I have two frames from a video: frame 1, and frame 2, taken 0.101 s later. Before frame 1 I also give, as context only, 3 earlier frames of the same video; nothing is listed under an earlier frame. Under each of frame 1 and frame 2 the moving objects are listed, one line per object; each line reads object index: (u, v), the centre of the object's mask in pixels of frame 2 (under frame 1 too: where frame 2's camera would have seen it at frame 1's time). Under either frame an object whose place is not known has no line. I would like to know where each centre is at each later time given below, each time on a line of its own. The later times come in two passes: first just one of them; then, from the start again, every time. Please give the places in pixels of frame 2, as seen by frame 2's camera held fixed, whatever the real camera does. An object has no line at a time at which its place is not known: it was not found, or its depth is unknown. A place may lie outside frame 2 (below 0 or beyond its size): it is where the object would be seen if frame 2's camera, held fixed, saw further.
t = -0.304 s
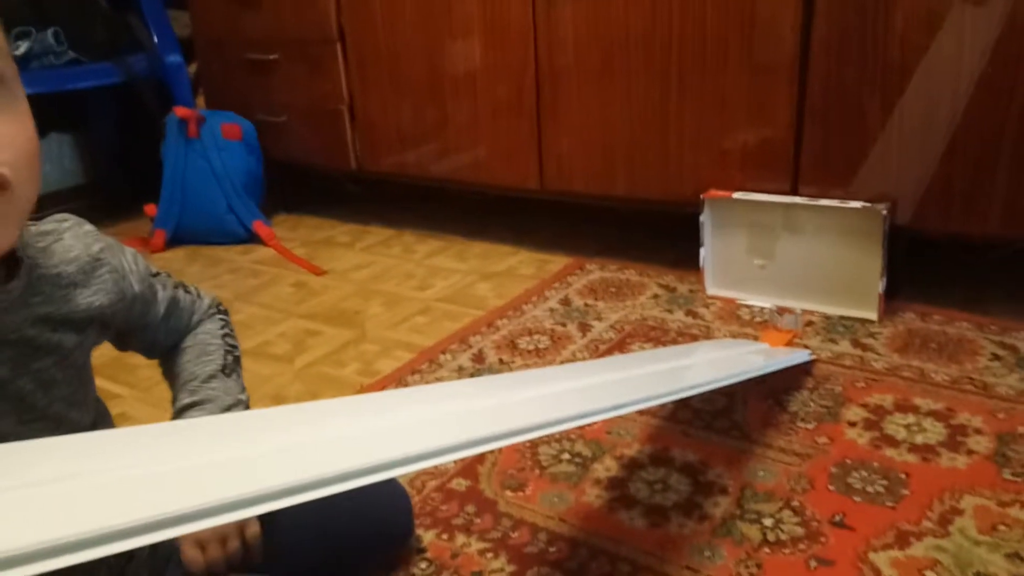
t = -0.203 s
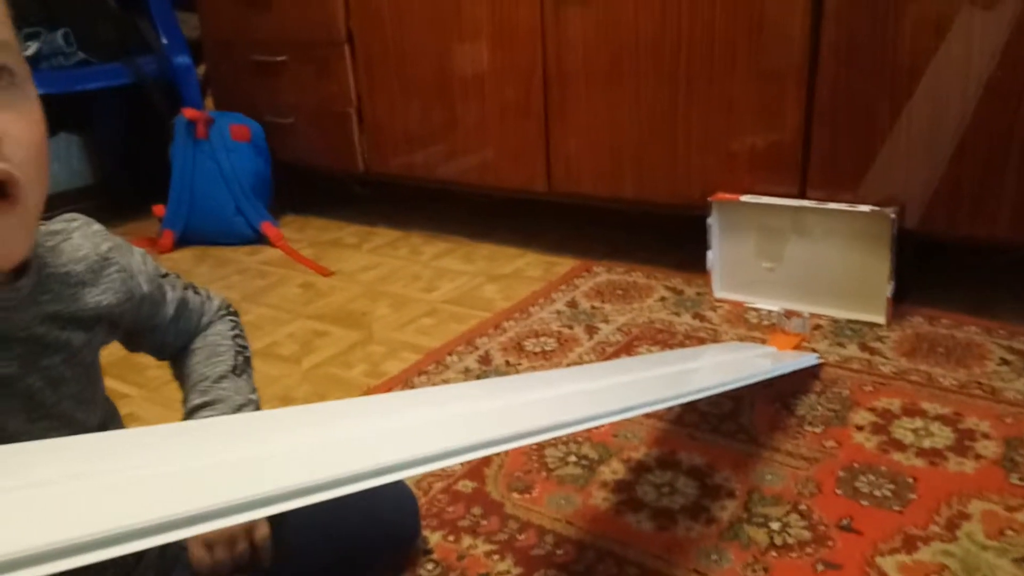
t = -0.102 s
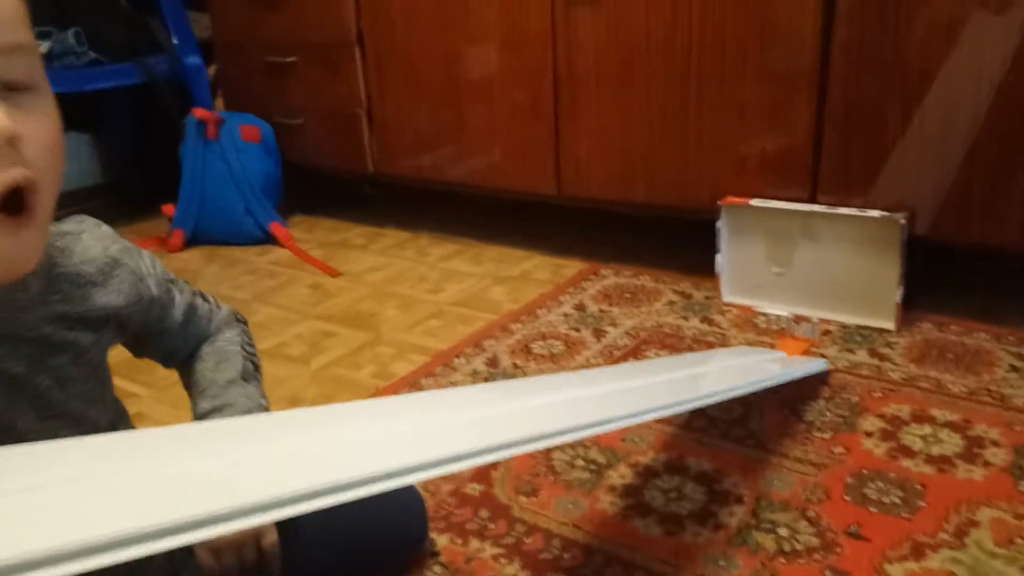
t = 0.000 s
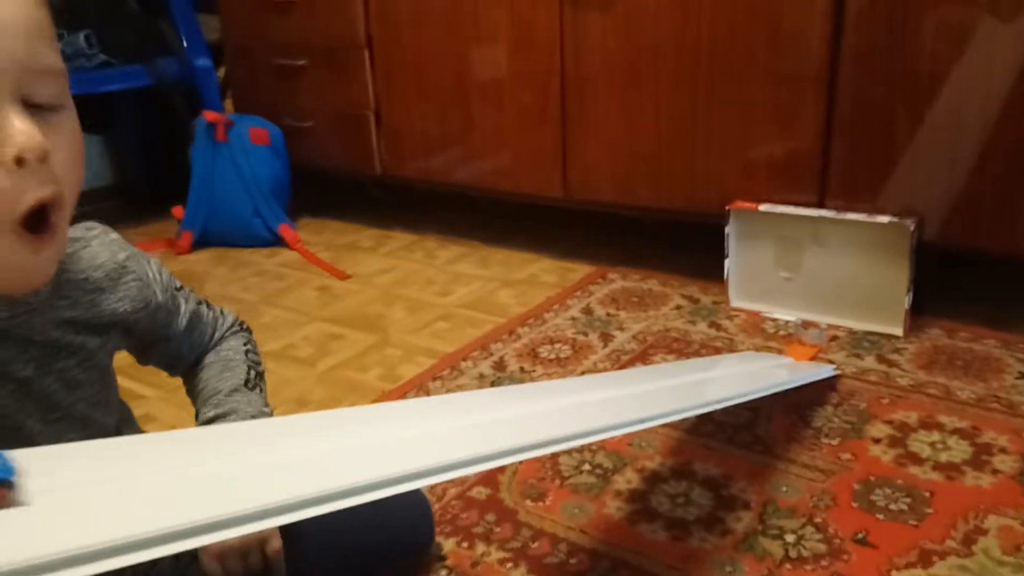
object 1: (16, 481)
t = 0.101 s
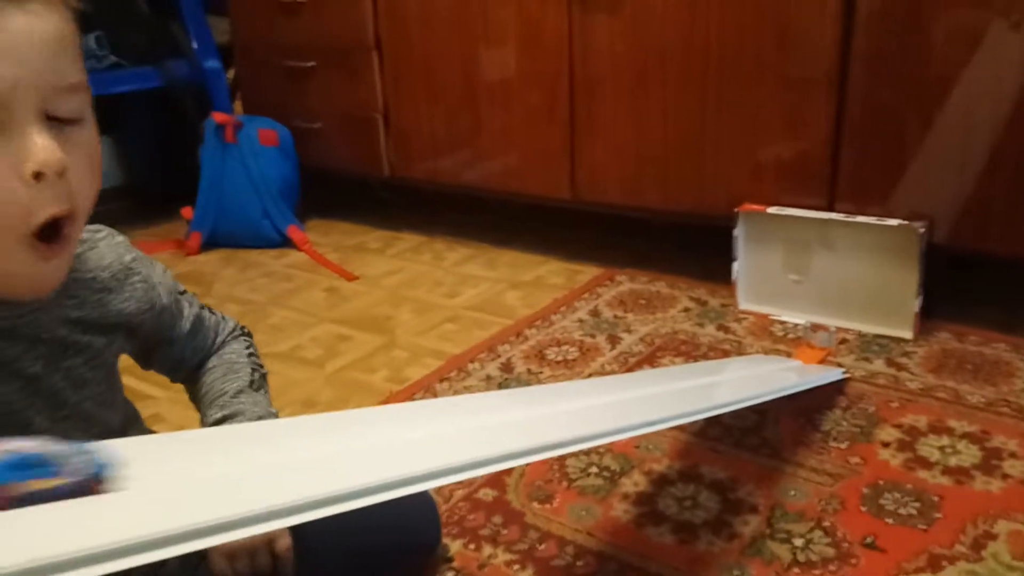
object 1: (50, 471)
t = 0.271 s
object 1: (239, 443)
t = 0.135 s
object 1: (65, 468)
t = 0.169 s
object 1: (100, 461)
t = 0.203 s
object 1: (143, 455)
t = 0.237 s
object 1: (188, 447)
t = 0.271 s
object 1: (239, 443)
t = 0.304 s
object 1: (288, 436)
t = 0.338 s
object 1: (333, 429)
